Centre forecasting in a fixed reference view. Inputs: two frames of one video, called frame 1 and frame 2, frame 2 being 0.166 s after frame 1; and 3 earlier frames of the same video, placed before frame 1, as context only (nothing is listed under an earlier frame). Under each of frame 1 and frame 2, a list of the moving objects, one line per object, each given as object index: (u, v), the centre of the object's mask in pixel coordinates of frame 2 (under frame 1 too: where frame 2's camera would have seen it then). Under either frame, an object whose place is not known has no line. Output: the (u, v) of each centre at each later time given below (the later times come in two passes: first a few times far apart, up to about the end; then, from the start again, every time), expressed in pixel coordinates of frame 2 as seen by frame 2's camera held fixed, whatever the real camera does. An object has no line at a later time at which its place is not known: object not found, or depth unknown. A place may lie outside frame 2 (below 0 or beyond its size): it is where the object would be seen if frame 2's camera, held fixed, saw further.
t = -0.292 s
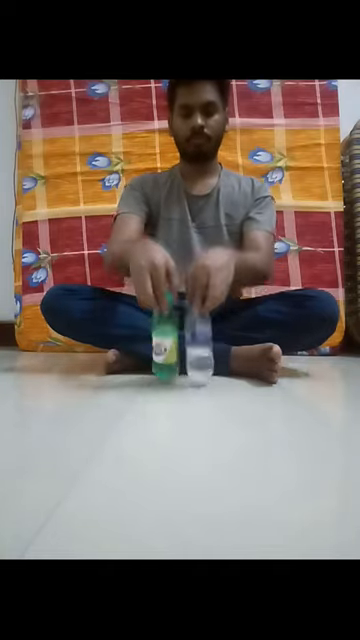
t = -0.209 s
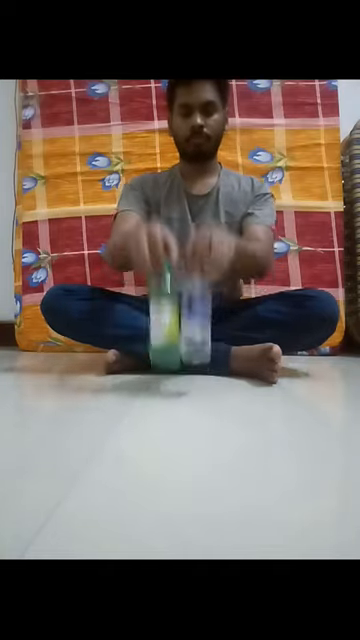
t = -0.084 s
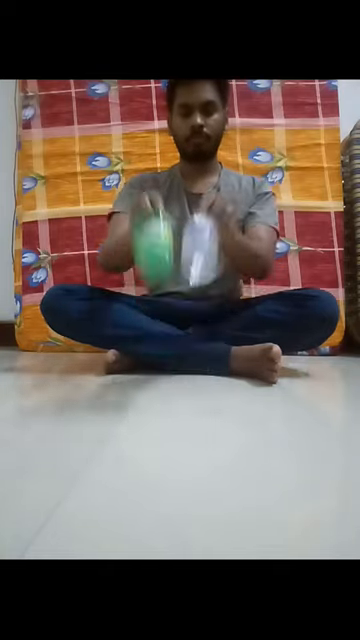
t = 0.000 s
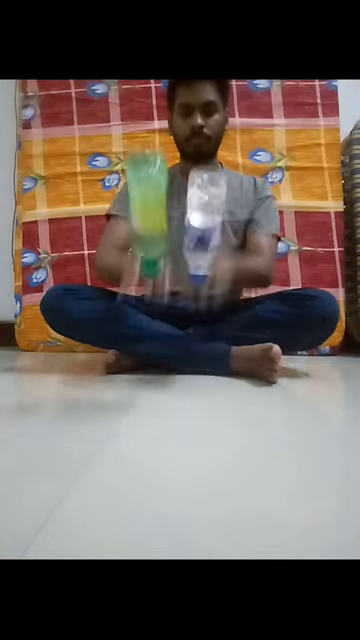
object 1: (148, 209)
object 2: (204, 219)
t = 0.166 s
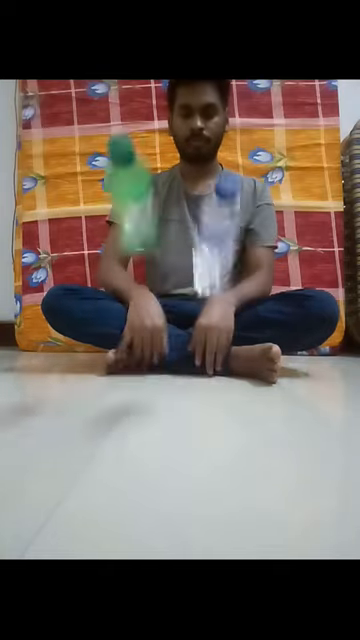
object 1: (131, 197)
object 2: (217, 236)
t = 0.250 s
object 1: (126, 278)
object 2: (220, 322)
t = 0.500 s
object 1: (117, 369)
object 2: (219, 365)
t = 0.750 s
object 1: (106, 387)
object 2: (220, 364)
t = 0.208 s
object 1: (127, 228)
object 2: (219, 276)
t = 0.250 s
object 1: (126, 278)
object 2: (220, 322)
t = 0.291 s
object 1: (122, 332)
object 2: (221, 363)
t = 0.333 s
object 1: (120, 357)
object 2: (219, 365)
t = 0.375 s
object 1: (117, 358)
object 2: (218, 364)
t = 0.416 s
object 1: (117, 360)
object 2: (220, 365)
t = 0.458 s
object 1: (117, 362)
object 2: (220, 365)
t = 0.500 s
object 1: (117, 369)
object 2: (219, 365)
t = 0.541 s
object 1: (116, 380)
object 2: (220, 365)
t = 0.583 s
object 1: (114, 383)
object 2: (219, 365)
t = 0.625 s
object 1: (112, 384)
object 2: (220, 365)
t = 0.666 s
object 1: (111, 386)
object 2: (220, 364)
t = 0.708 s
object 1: (109, 387)
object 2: (220, 364)
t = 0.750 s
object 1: (106, 387)
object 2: (220, 364)
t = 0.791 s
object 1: (103, 387)
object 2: (220, 364)
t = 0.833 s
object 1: (101, 387)
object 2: (220, 364)
